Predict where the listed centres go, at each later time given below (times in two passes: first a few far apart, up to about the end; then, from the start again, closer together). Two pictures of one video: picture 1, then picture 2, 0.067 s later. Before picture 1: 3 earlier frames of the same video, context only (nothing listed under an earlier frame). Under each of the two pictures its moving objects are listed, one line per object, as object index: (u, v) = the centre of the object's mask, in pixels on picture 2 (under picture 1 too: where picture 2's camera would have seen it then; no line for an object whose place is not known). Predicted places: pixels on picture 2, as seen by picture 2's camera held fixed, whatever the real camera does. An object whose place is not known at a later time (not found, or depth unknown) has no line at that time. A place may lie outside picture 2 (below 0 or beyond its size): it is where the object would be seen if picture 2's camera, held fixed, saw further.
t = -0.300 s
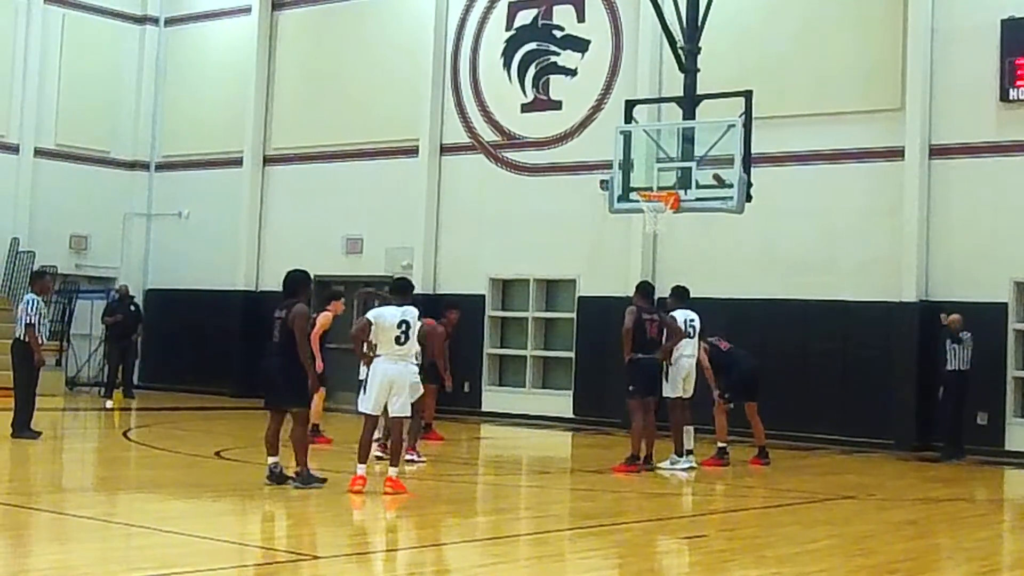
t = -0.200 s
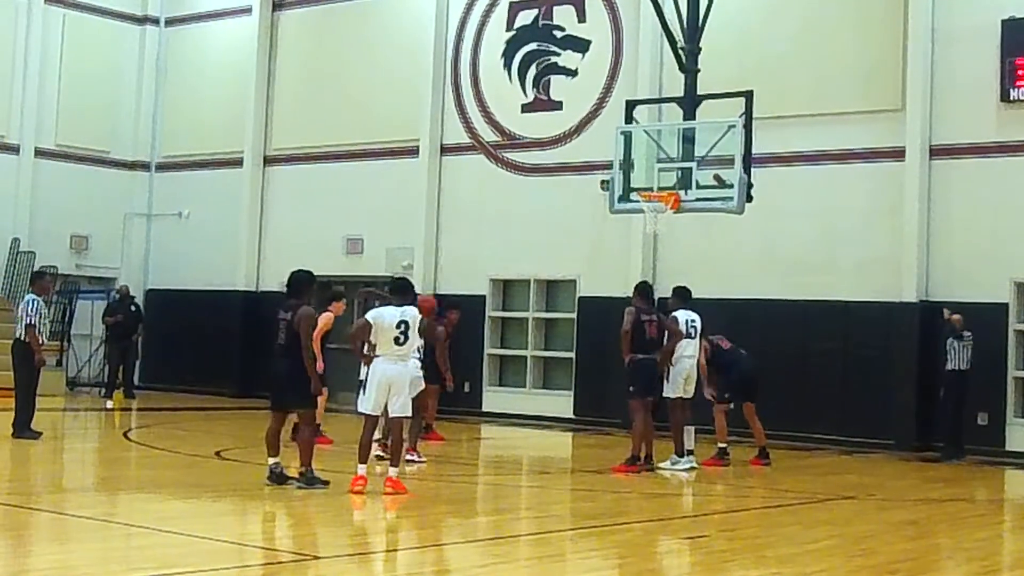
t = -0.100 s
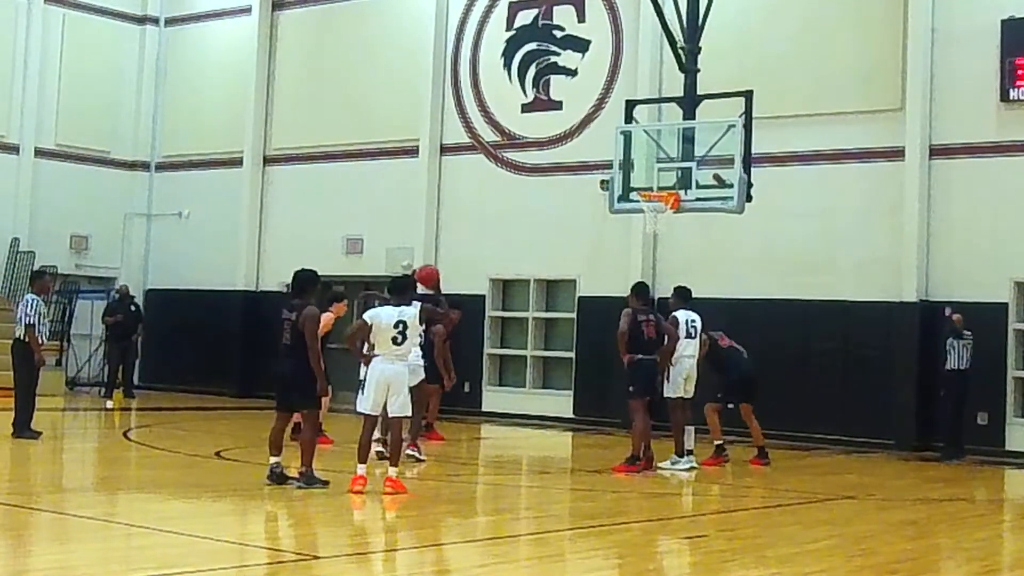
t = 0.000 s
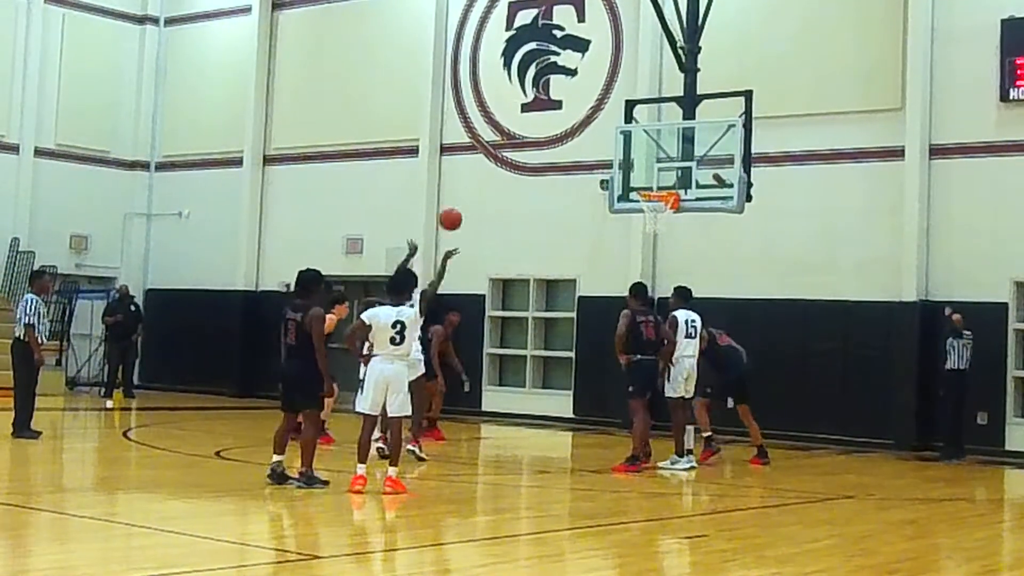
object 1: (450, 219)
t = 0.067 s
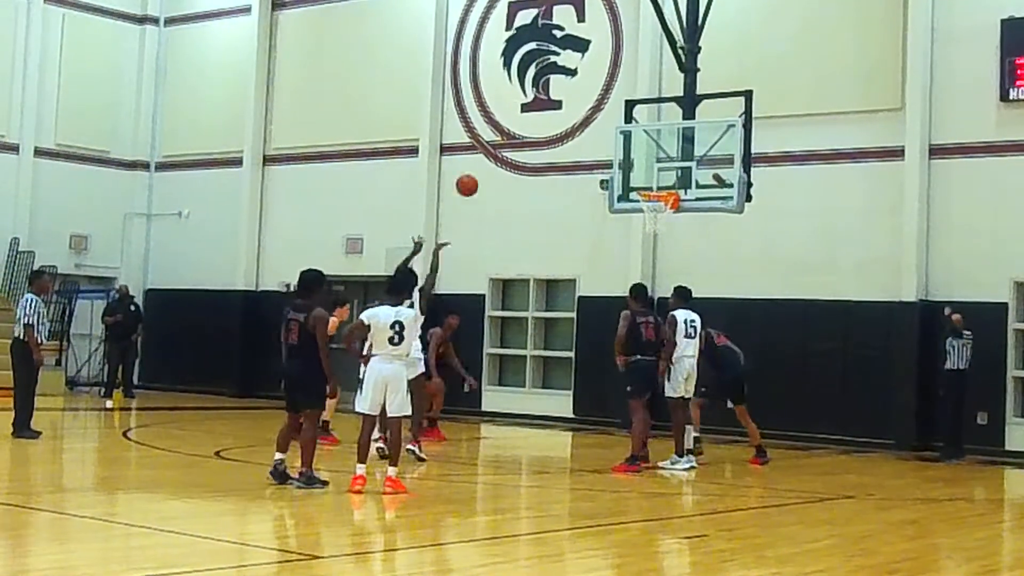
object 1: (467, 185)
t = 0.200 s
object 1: (499, 134)
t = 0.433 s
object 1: (548, 83)
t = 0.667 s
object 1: (593, 84)
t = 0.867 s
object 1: (627, 121)
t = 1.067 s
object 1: (657, 189)
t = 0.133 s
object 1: (483, 156)
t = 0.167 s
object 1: (492, 144)
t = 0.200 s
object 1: (499, 134)
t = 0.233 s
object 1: (506, 124)
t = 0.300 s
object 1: (521, 105)
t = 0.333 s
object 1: (528, 97)
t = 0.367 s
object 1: (536, 93)
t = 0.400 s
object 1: (542, 88)
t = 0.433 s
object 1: (548, 83)
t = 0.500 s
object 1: (562, 78)
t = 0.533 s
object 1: (569, 78)
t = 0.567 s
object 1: (575, 78)
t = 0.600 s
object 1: (581, 79)
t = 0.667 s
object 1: (593, 84)
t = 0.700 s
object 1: (599, 89)
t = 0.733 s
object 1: (605, 93)
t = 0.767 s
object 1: (610, 98)
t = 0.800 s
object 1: (616, 105)
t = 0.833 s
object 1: (622, 113)
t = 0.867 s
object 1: (627, 121)
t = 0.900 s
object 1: (632, 130)
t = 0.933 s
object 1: (638, 140)
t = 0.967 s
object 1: (643, 151)
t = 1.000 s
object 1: (648, 163)
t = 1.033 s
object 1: (653, 176)
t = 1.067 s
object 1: (657, 189)
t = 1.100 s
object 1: (662, 202)
